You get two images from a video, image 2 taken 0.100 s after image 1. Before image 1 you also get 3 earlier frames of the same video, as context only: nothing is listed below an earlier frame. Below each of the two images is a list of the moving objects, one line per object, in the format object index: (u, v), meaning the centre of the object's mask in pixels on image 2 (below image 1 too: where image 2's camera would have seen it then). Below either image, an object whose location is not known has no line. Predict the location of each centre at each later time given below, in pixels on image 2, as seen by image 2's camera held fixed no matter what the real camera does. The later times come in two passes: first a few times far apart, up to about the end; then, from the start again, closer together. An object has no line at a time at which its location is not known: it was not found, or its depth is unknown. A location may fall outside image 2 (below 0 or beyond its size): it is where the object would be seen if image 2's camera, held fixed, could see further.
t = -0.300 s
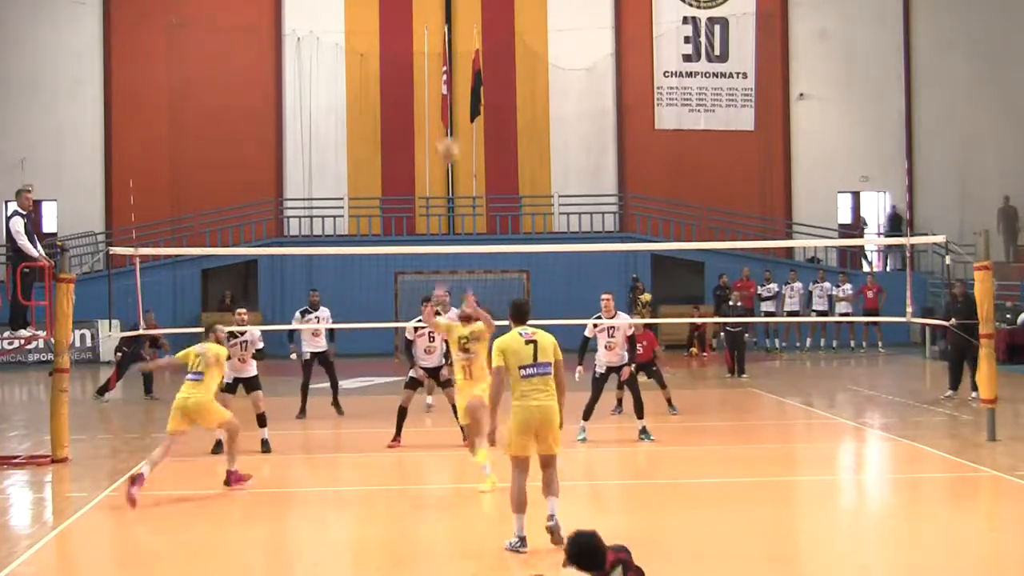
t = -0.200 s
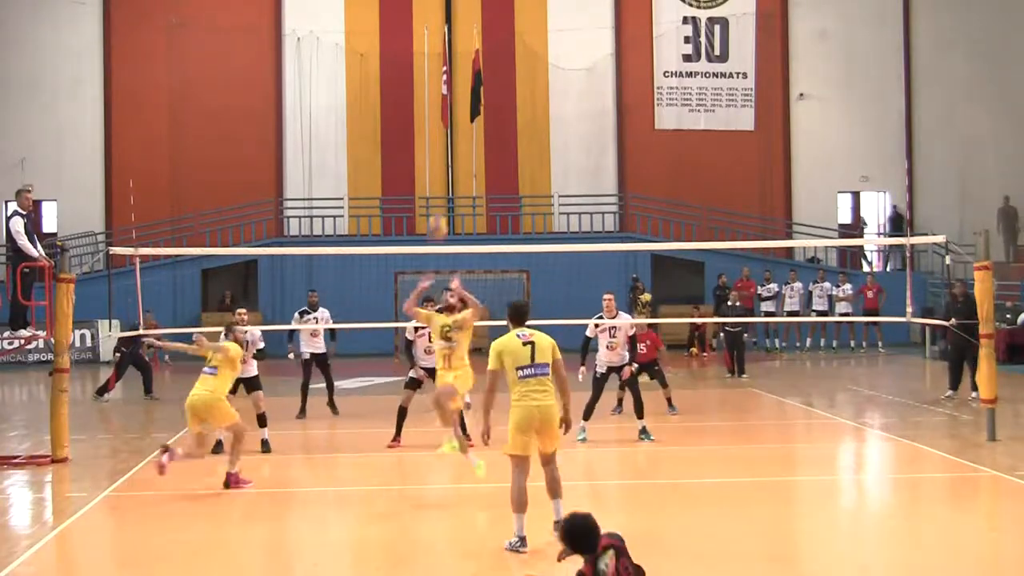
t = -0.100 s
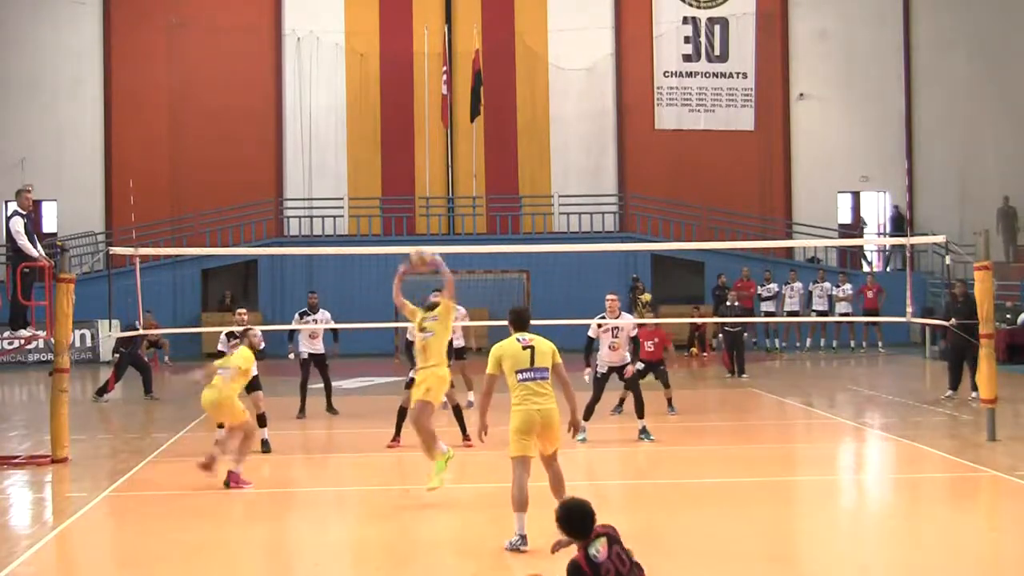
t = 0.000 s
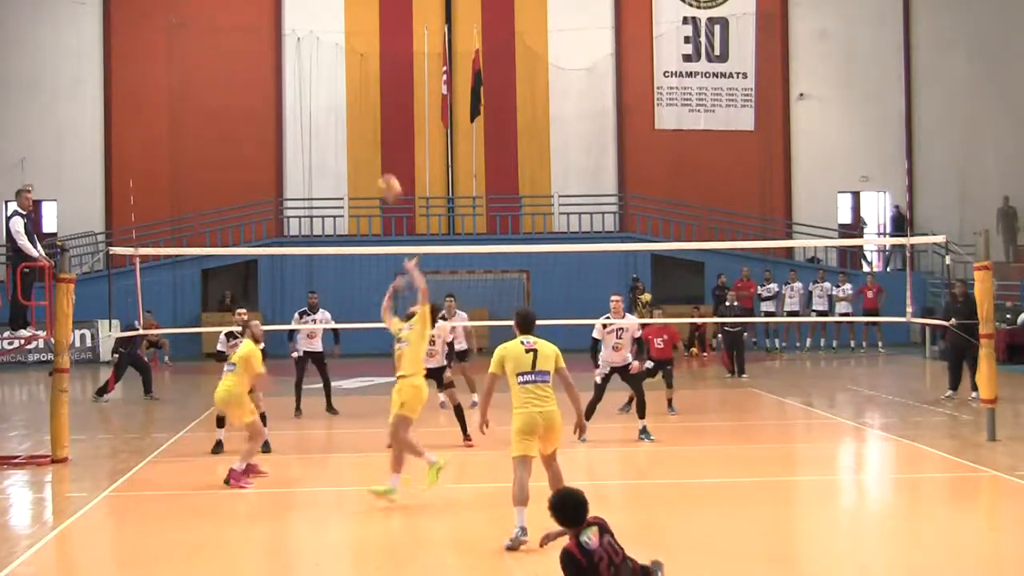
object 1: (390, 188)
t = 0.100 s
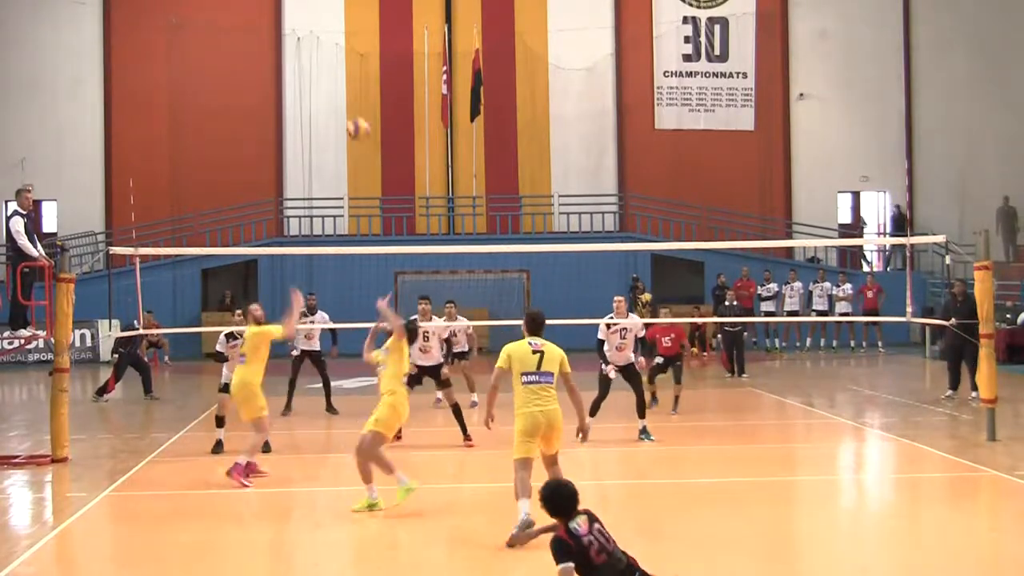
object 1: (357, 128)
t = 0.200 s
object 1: (328, 85)
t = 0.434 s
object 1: (265, 20)
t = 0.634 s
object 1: (213, 11)
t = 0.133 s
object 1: (346, 112)
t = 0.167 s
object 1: (337, 98)
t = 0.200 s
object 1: (328, 85)
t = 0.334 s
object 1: (290, 41)
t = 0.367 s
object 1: (281, 31)
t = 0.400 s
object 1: (273, 24)
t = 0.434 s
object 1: (265, 20)
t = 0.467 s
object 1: (256, 15)
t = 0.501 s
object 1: (247, 12)
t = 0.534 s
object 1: (238, 10)
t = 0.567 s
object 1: (230, 9)
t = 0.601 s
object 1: (222, 9)
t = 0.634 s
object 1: (213, 11)
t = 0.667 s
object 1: (205, 13)
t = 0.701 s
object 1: (197, 15)
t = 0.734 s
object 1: (189, 19)
